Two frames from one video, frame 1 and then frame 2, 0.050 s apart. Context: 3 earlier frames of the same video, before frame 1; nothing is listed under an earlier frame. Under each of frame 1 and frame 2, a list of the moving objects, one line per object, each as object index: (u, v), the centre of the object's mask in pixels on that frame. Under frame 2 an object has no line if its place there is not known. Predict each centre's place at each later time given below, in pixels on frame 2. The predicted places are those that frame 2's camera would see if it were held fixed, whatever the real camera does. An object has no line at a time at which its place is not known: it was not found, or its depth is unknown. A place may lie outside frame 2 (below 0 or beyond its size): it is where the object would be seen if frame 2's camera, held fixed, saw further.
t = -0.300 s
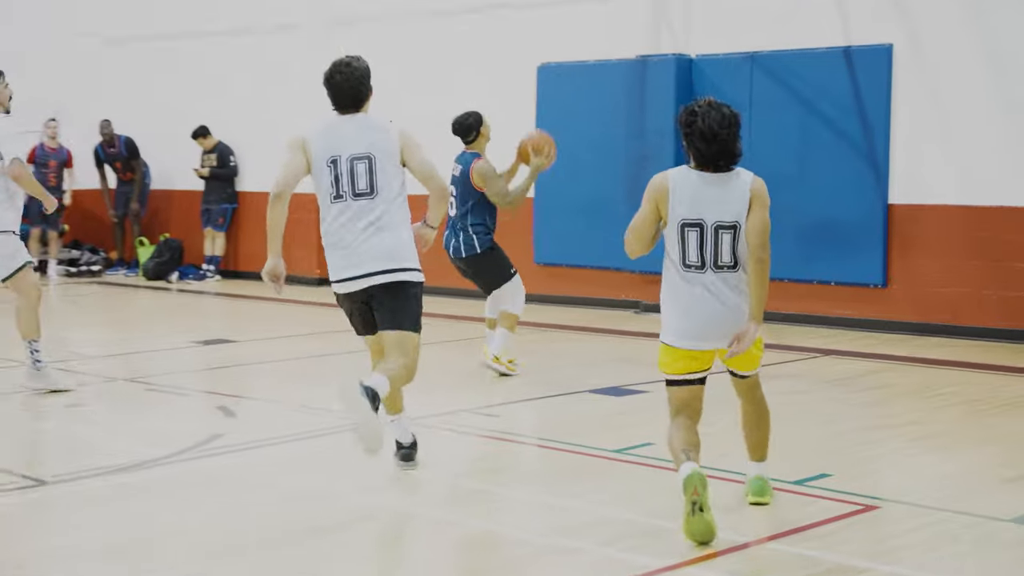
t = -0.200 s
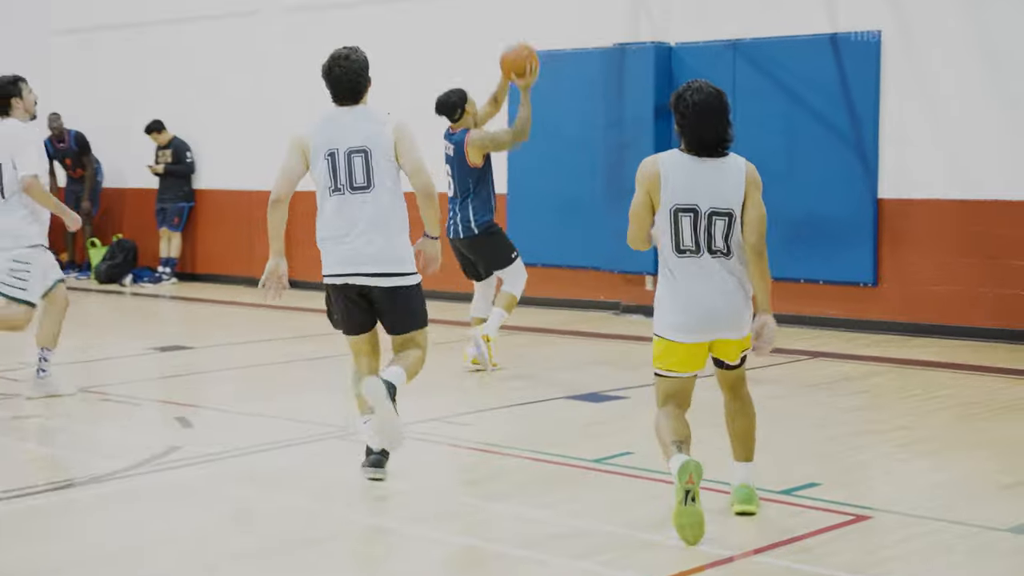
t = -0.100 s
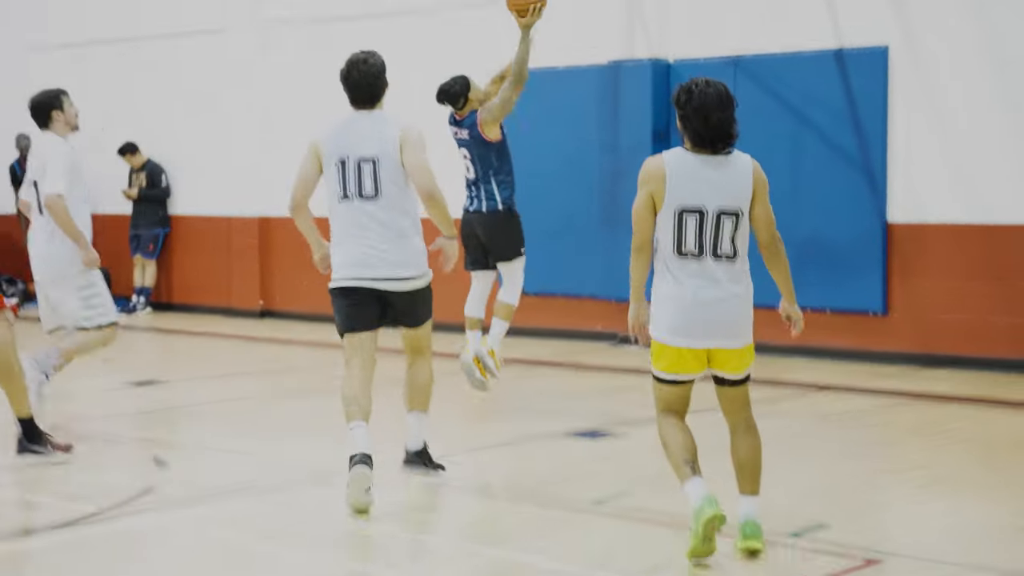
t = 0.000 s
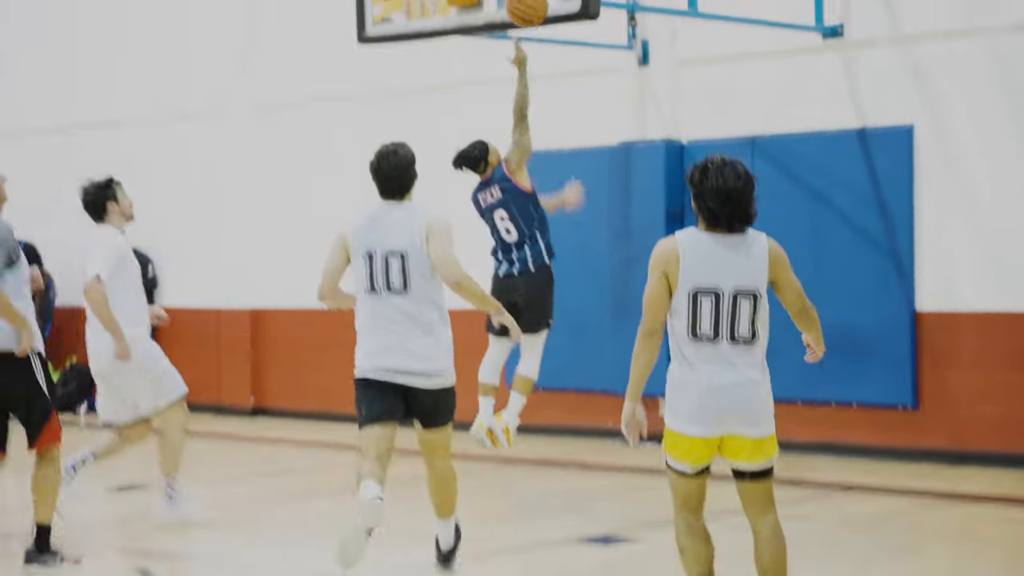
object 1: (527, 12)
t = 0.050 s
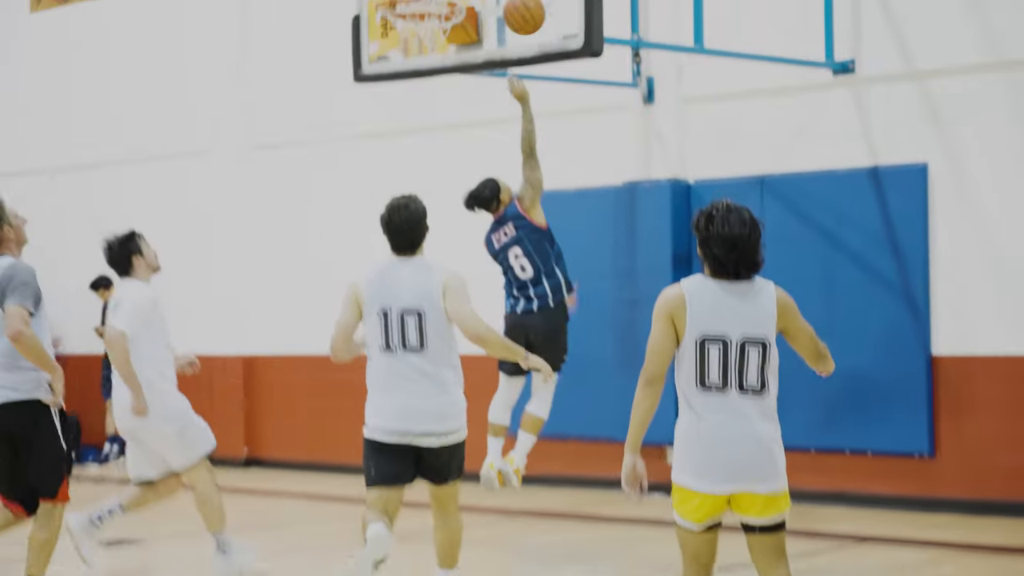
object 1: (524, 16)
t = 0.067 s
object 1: (523, 7)
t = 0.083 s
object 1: (521, -1)
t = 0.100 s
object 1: (517, -8)
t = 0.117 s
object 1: (511, -13)
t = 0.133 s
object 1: (504, -18)
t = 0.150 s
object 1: (498, -22)
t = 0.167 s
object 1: (492, -26)
